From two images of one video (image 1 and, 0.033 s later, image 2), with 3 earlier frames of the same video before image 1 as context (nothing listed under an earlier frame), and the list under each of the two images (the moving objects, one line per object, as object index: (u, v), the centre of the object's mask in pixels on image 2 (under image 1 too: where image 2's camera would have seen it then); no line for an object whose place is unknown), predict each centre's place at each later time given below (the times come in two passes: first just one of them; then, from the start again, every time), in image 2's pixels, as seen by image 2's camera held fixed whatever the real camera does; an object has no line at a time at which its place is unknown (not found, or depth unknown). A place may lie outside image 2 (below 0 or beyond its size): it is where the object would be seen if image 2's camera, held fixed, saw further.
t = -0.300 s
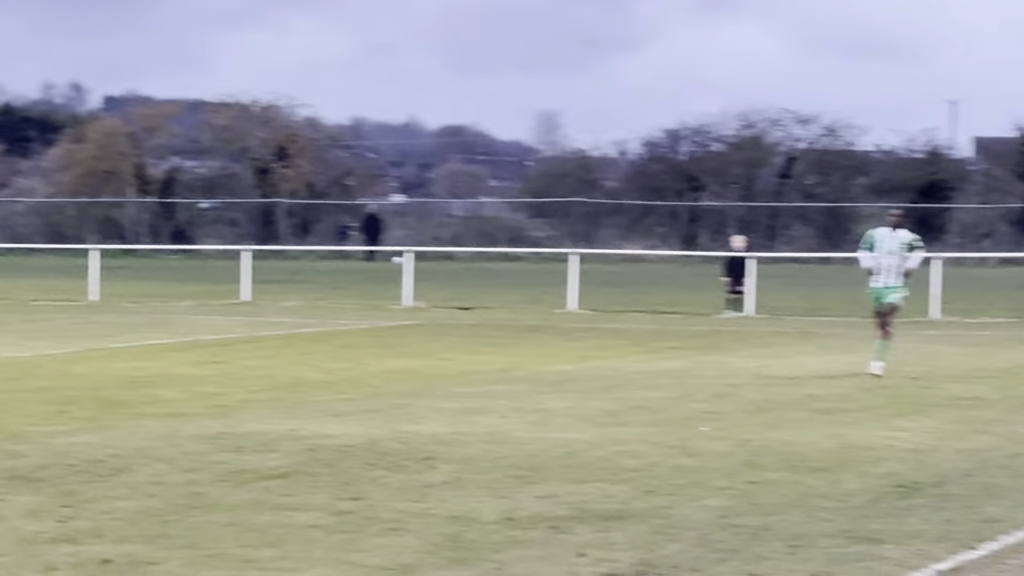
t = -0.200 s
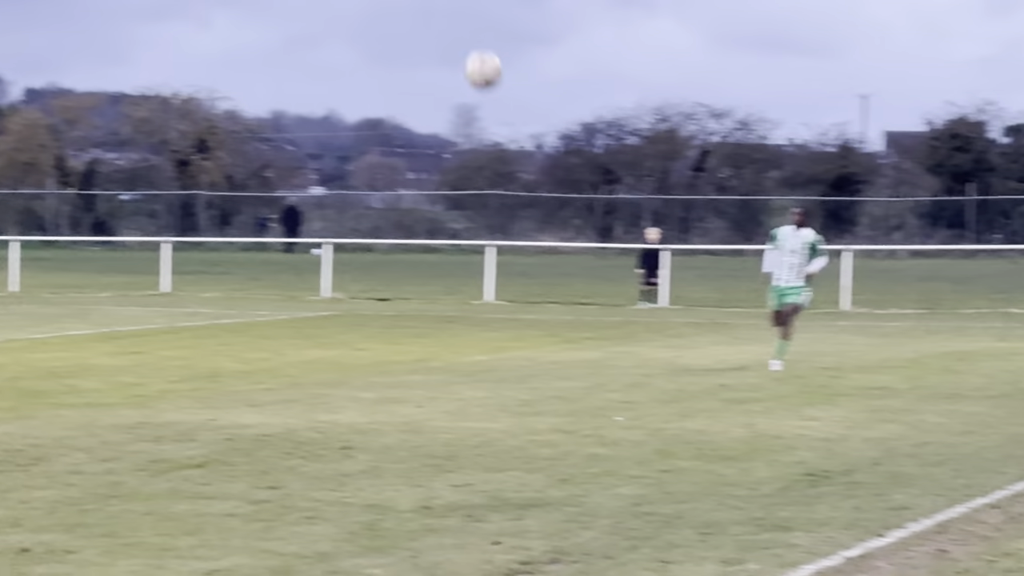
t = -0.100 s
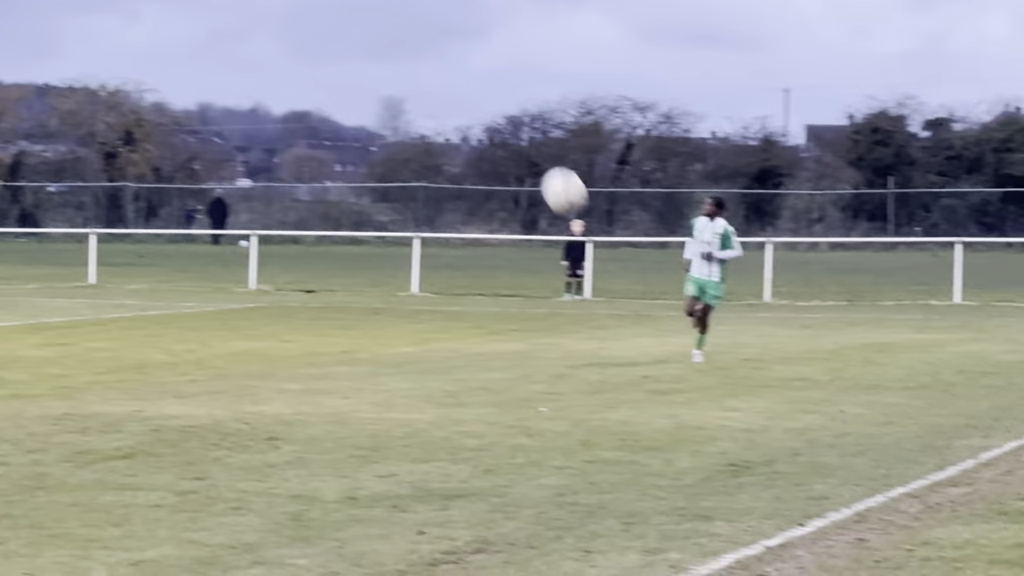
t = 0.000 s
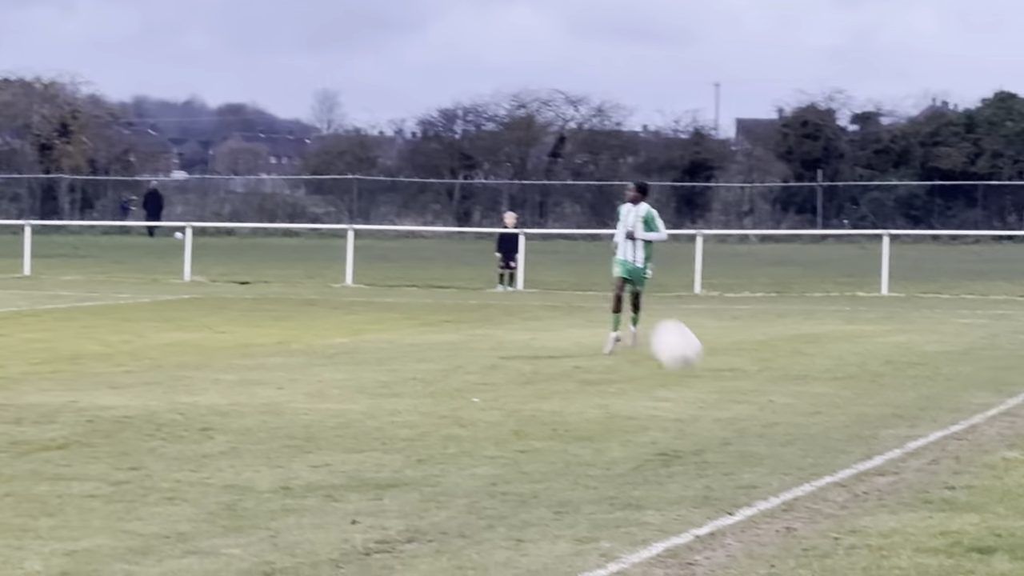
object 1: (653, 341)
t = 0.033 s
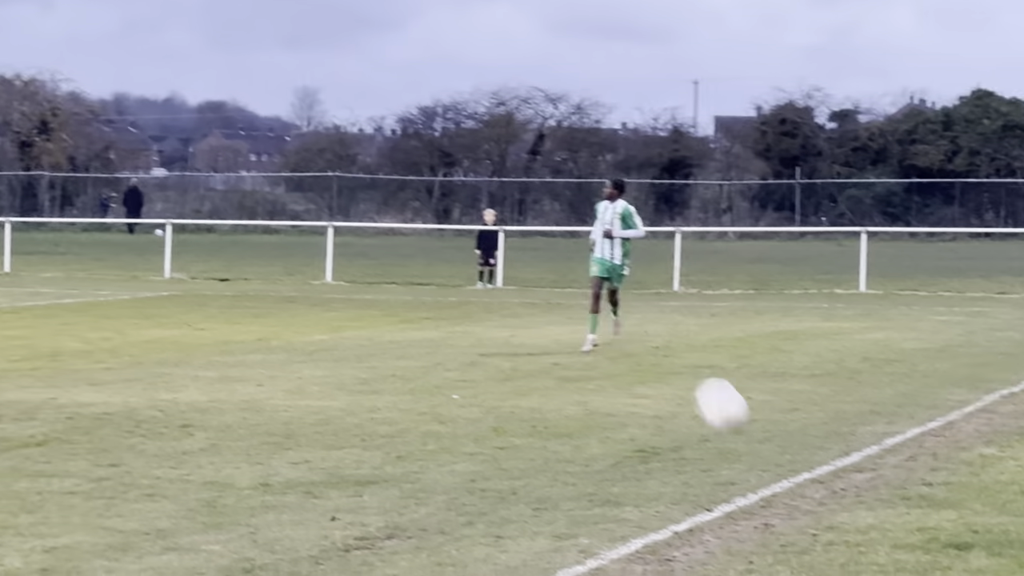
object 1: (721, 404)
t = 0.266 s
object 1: (1022, 348)
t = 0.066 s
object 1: (791, 474)
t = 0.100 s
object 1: (863, 533)
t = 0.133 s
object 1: (894, 493)
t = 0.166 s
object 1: (923, 456)
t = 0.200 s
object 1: (955, 418)
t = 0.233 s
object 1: (987, 381)
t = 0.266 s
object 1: (1022, 348)
